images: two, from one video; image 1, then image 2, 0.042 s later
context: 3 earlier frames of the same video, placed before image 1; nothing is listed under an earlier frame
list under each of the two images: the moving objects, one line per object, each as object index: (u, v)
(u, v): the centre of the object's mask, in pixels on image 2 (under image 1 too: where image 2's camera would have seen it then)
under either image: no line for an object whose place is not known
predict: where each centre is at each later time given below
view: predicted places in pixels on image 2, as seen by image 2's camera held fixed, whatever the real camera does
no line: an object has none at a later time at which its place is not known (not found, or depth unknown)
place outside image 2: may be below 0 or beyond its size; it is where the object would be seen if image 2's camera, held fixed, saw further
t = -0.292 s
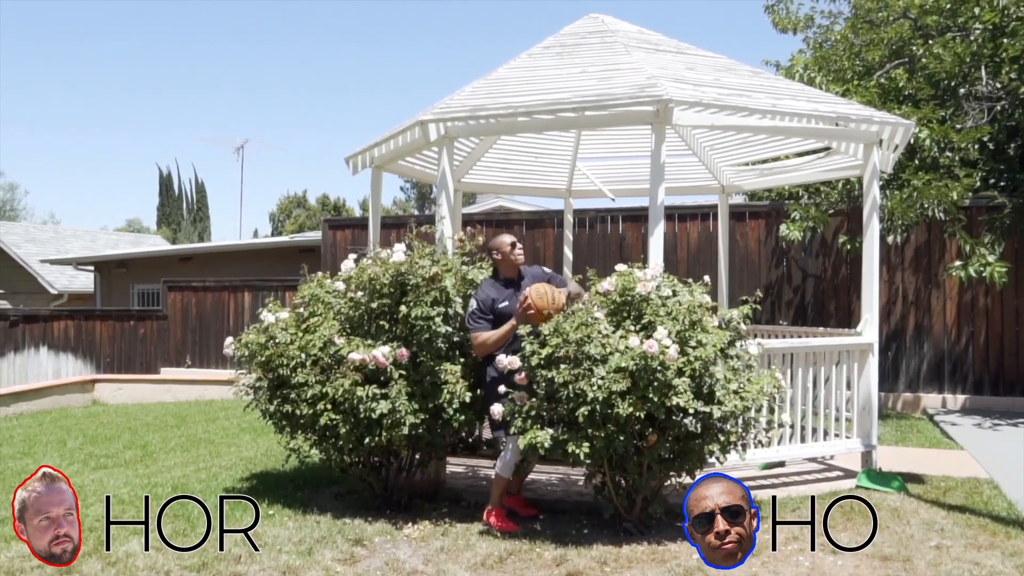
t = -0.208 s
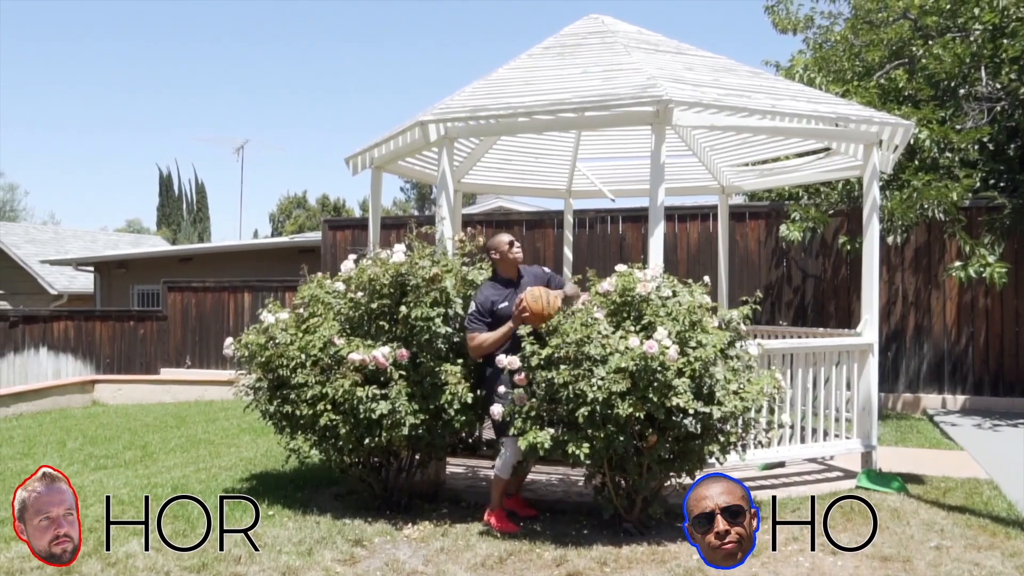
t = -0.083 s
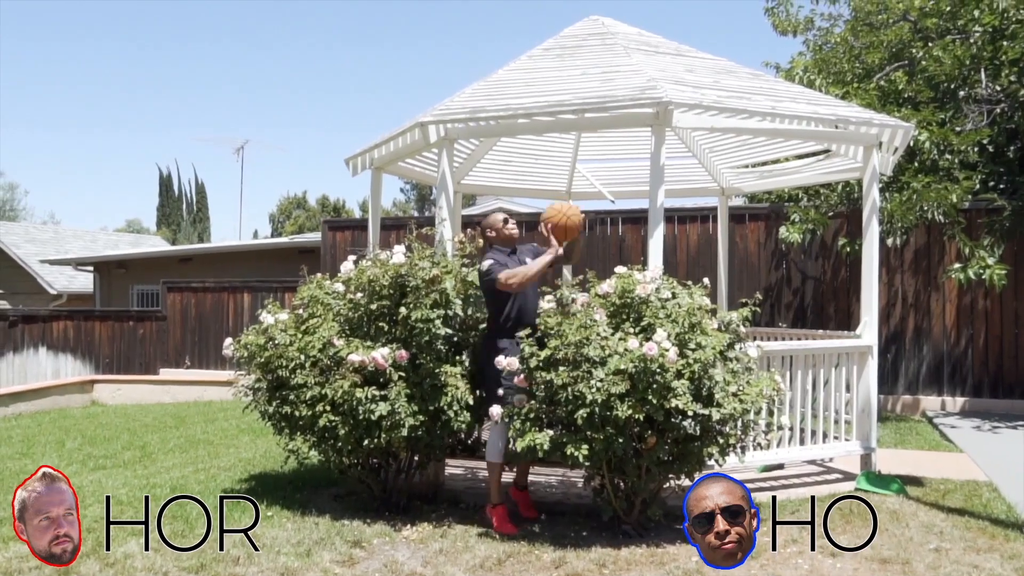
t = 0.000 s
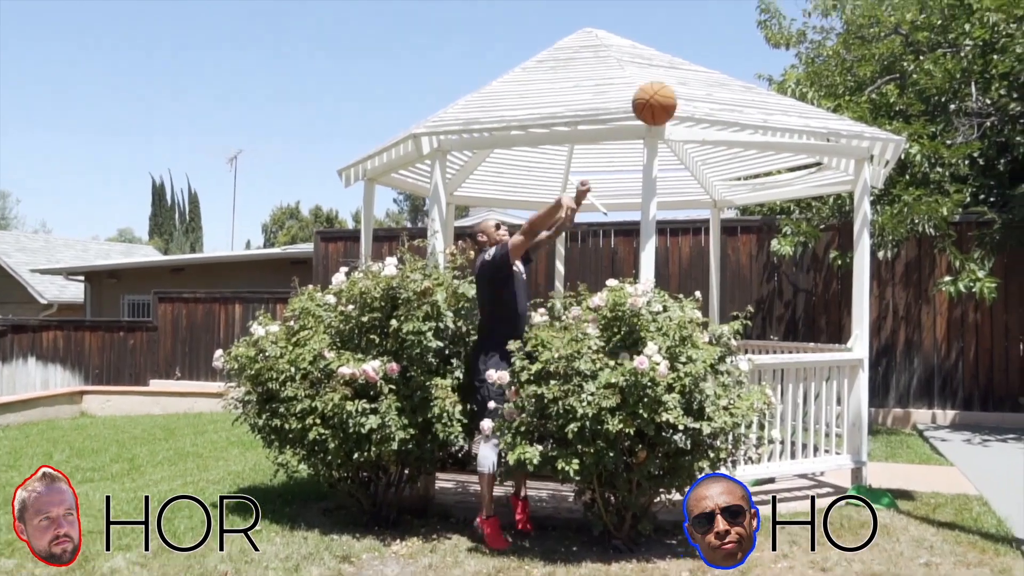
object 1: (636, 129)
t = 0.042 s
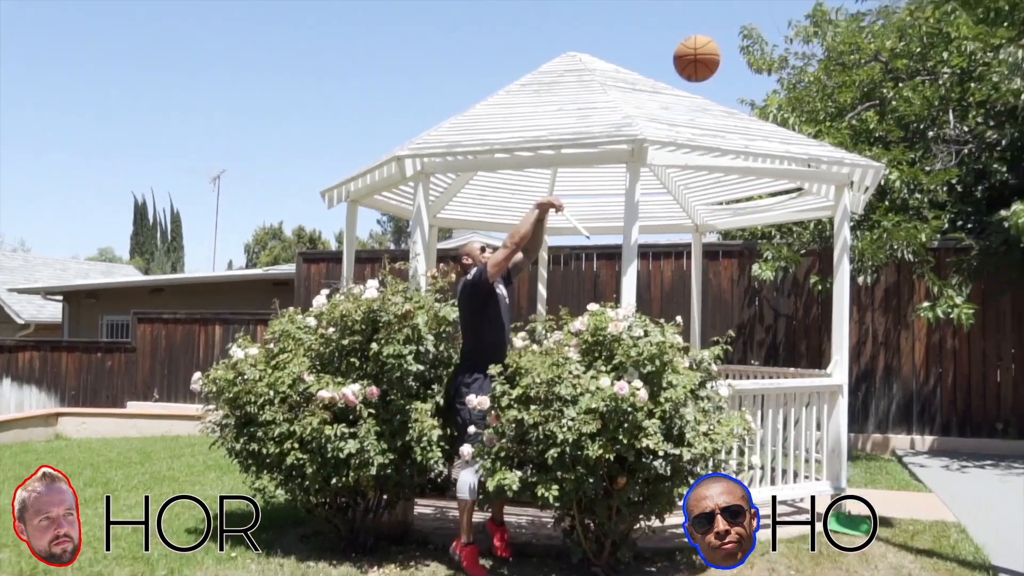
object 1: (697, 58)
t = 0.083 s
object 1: (762, -13)
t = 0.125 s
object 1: (834, -86)
